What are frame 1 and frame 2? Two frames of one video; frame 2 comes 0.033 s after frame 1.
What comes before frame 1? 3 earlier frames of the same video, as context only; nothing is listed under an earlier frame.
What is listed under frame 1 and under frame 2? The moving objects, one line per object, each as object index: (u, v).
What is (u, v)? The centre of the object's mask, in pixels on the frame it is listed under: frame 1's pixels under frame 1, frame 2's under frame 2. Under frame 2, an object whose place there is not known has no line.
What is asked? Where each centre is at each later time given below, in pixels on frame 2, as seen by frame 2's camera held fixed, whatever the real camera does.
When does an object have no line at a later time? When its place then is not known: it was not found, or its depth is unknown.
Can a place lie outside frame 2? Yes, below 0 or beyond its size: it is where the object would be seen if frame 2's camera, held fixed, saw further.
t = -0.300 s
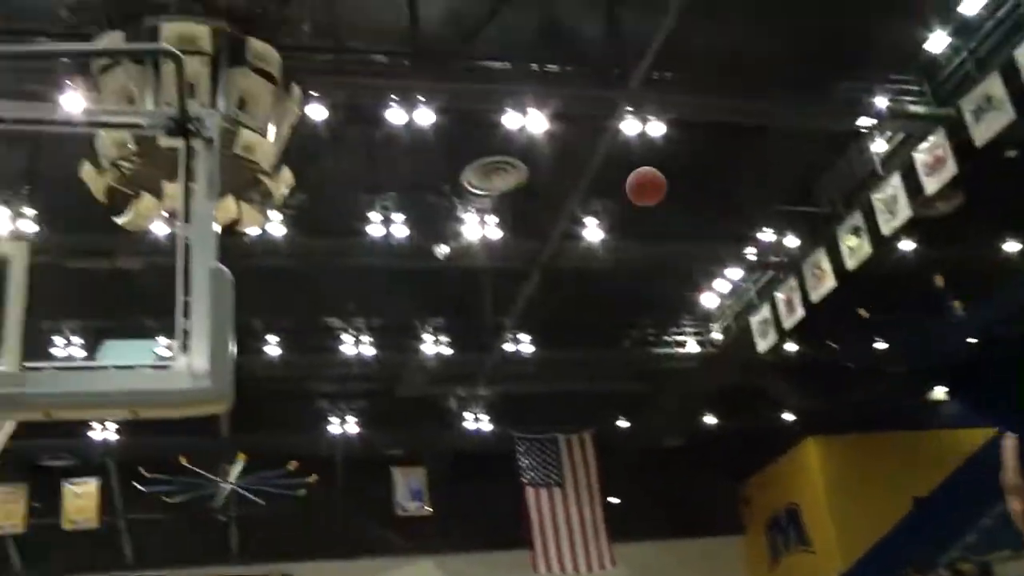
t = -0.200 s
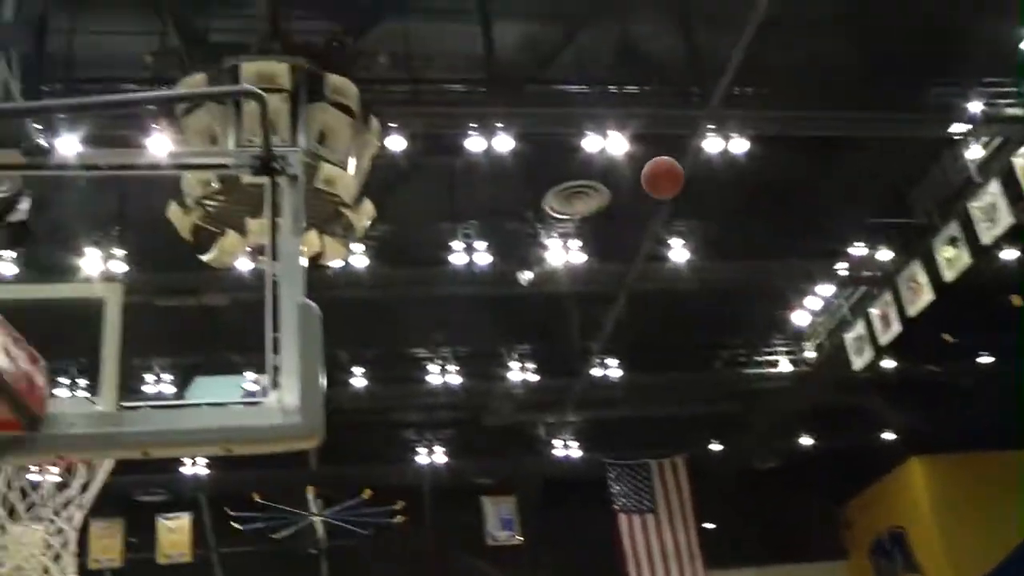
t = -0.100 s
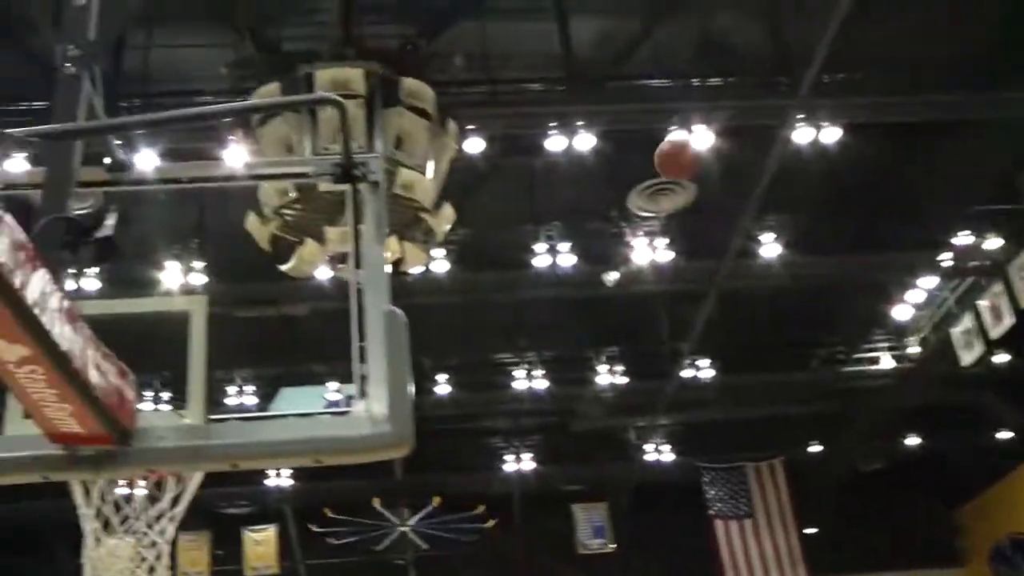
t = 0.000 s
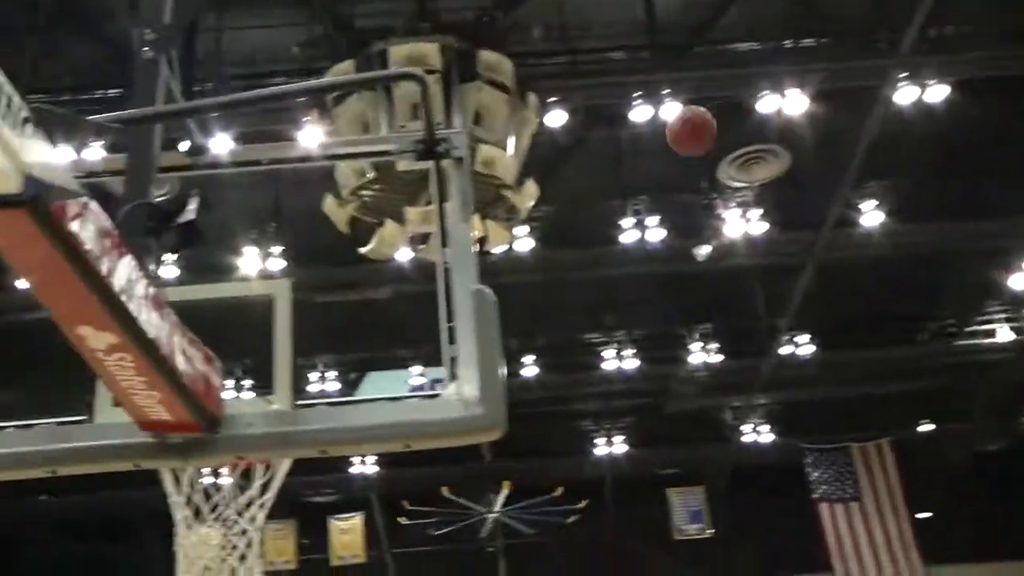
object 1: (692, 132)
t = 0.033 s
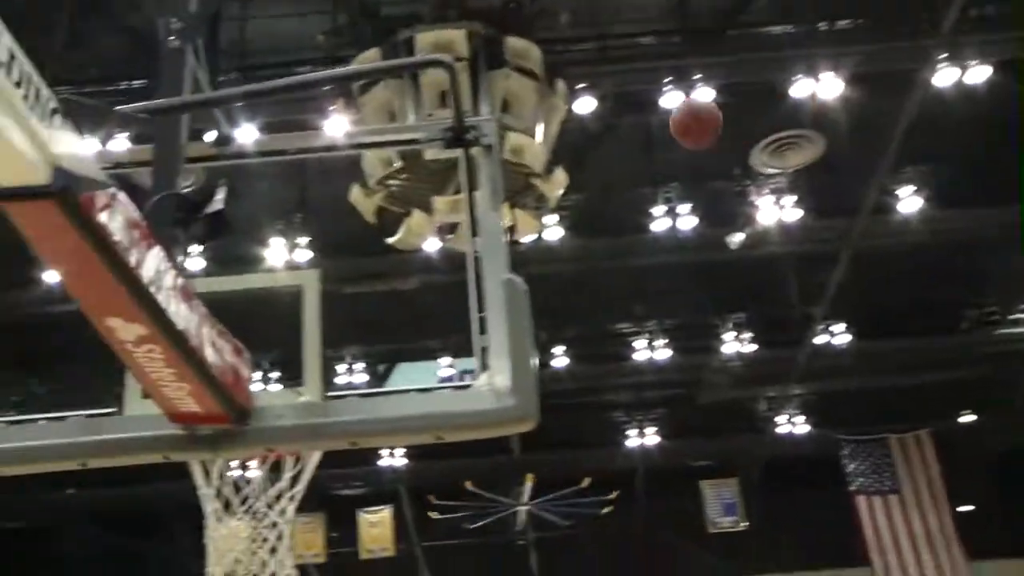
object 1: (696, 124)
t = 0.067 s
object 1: (668, 133)
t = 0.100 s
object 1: (638, 146)
